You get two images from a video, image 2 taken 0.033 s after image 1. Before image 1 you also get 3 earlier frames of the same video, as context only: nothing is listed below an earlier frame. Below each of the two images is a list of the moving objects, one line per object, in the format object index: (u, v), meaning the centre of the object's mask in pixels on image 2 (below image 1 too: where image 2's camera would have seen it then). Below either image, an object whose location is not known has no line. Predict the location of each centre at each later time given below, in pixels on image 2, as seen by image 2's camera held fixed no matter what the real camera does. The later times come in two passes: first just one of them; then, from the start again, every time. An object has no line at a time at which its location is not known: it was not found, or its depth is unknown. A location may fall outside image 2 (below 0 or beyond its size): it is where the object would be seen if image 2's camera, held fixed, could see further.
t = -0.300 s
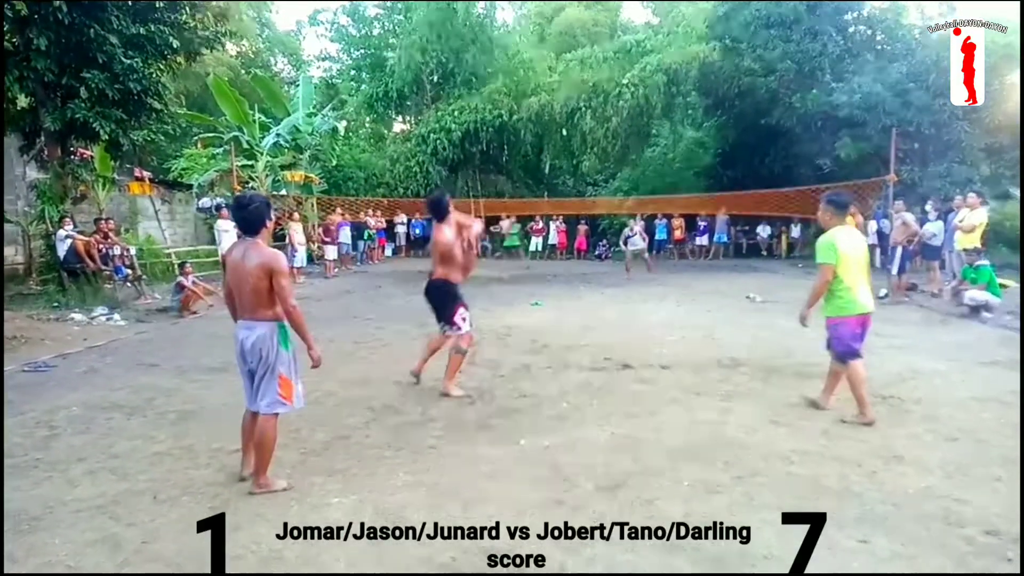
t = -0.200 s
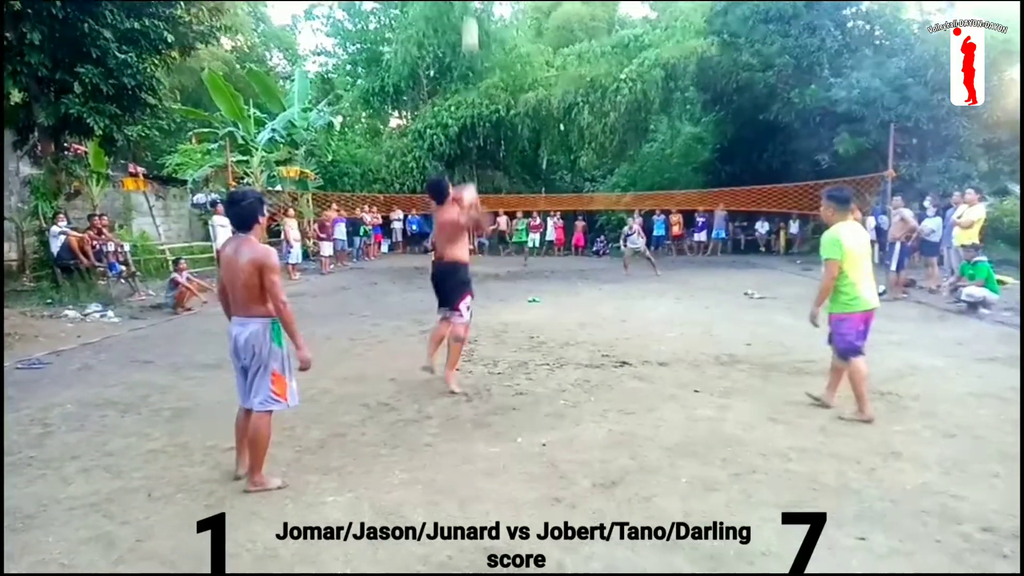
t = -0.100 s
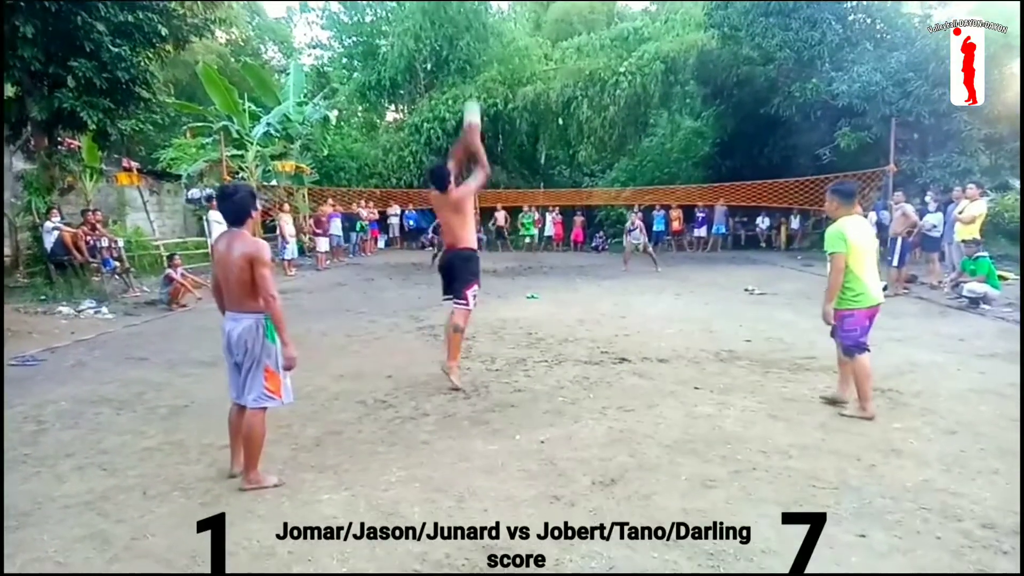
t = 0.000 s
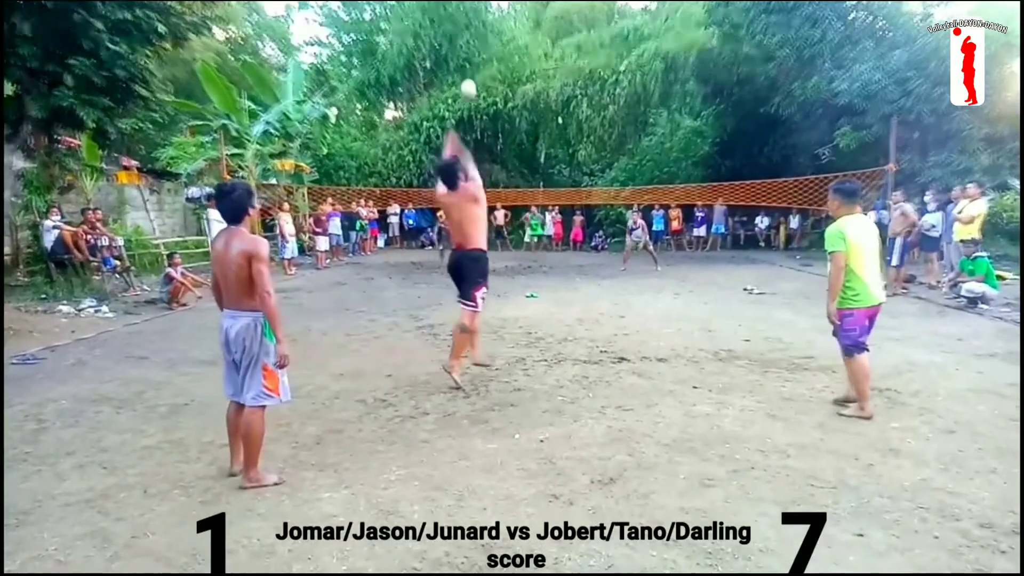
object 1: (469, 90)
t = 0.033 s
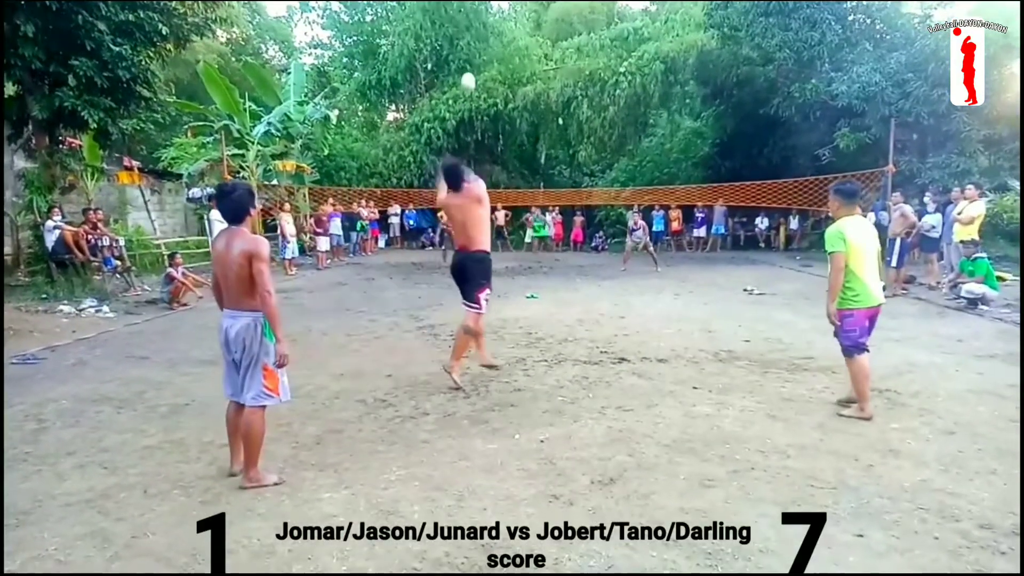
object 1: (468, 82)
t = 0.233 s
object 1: (466, 69)
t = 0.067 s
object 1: (467, 76)
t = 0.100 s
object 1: (467, 71)
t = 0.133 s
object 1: (467, 69)
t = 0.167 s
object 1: (467, 68)
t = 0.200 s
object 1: (466, 68)
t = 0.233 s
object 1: (466, 69)
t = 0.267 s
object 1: (466, 71)
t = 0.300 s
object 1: (466, 73)
